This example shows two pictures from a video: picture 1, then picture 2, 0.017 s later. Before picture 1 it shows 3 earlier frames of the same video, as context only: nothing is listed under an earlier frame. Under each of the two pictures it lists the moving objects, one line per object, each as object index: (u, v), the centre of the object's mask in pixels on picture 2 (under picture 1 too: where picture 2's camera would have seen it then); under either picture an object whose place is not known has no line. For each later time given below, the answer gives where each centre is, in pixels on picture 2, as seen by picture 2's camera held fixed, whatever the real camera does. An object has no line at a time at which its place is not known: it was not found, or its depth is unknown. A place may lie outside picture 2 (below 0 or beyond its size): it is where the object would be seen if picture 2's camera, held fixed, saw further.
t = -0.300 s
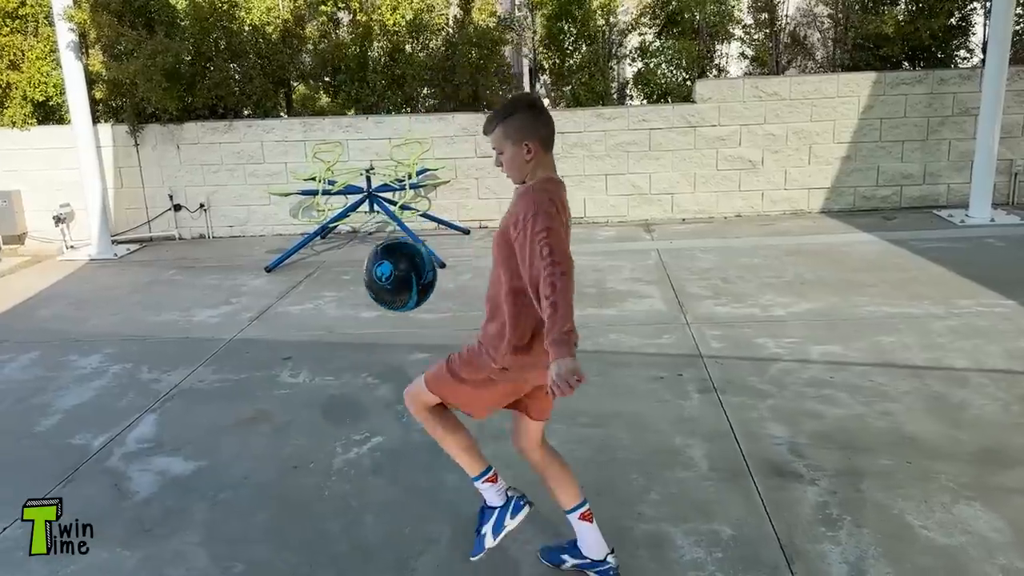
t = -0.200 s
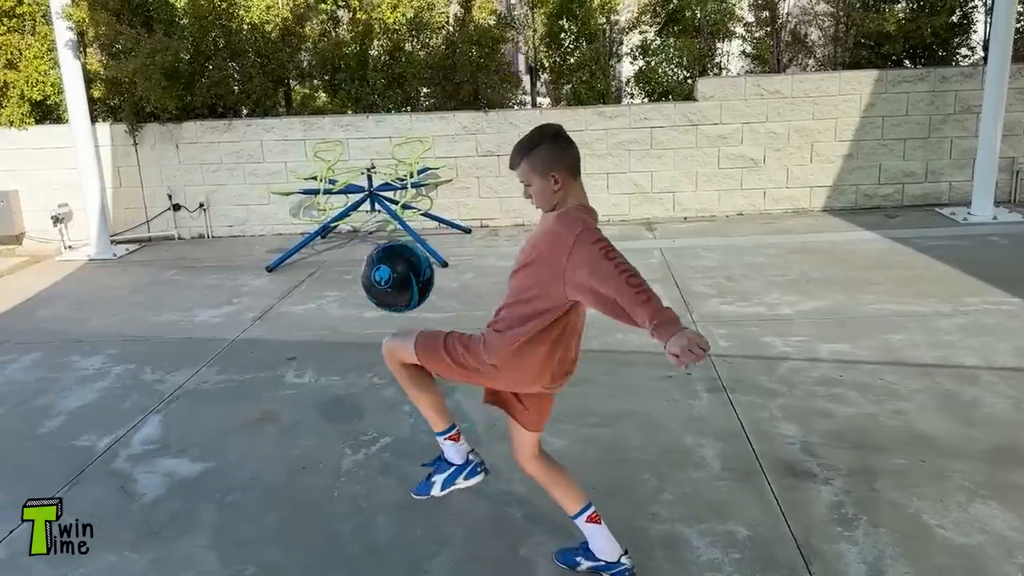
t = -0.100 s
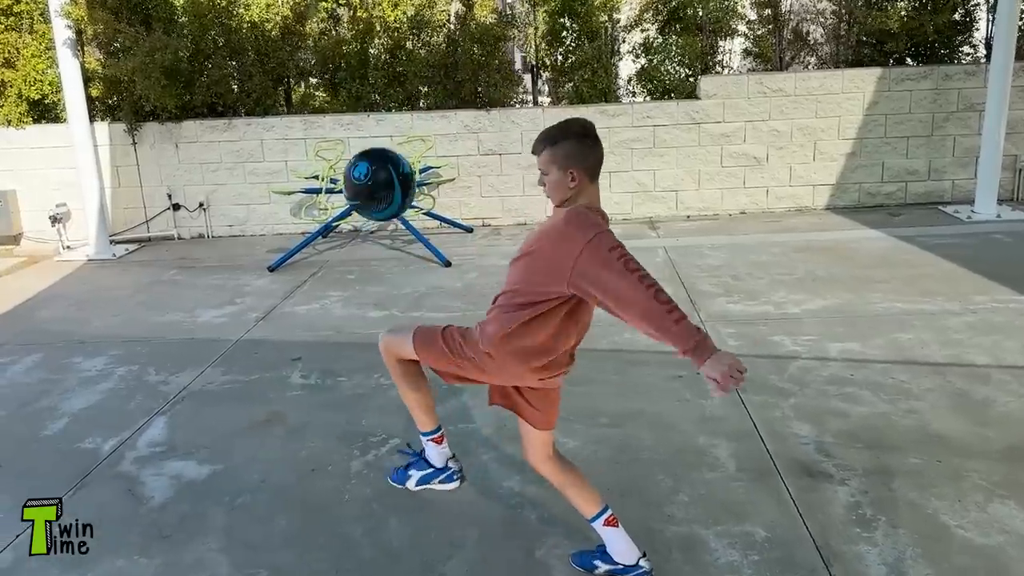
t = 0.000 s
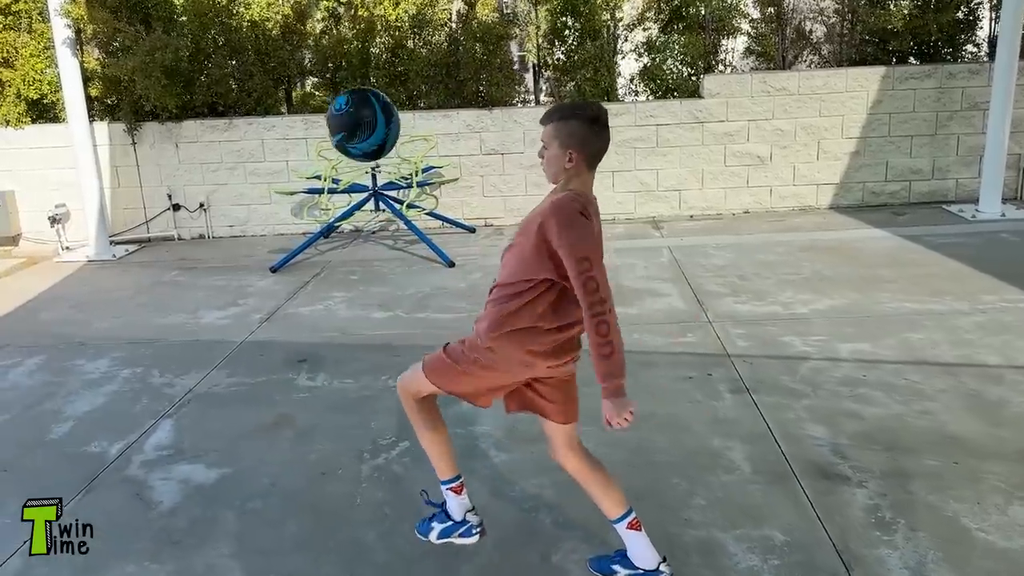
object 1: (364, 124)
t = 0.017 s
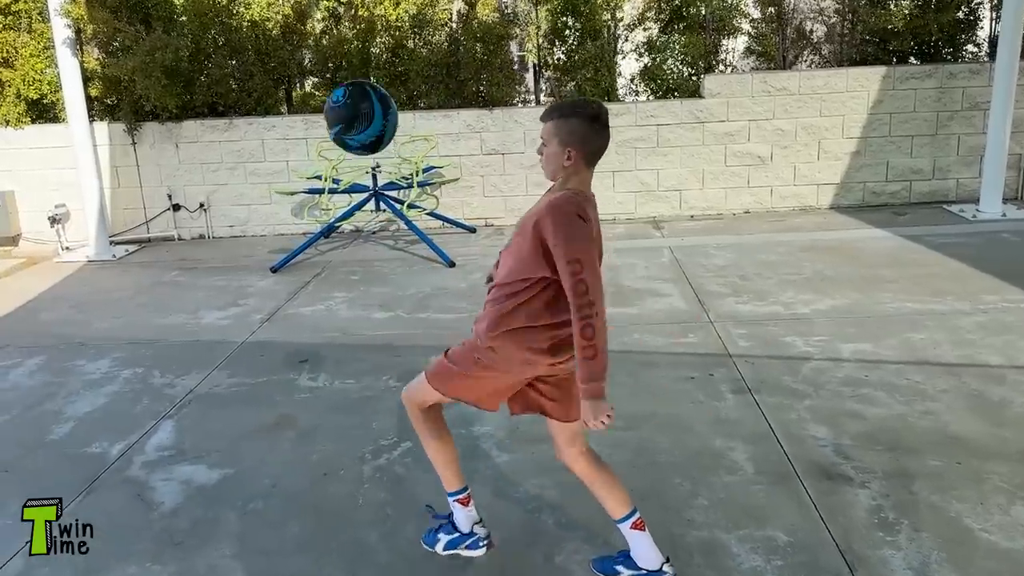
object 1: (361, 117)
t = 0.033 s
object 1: (358, 112)
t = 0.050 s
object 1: (355, 107)
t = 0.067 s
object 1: (352, 103)
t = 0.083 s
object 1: (349, 100)
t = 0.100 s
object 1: (347, 98)
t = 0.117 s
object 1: (344, 97)
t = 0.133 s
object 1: (342, 96)
